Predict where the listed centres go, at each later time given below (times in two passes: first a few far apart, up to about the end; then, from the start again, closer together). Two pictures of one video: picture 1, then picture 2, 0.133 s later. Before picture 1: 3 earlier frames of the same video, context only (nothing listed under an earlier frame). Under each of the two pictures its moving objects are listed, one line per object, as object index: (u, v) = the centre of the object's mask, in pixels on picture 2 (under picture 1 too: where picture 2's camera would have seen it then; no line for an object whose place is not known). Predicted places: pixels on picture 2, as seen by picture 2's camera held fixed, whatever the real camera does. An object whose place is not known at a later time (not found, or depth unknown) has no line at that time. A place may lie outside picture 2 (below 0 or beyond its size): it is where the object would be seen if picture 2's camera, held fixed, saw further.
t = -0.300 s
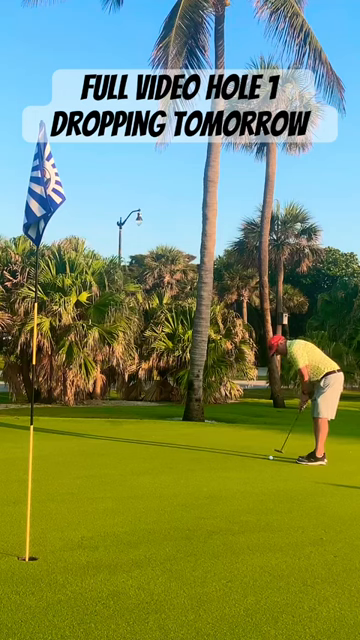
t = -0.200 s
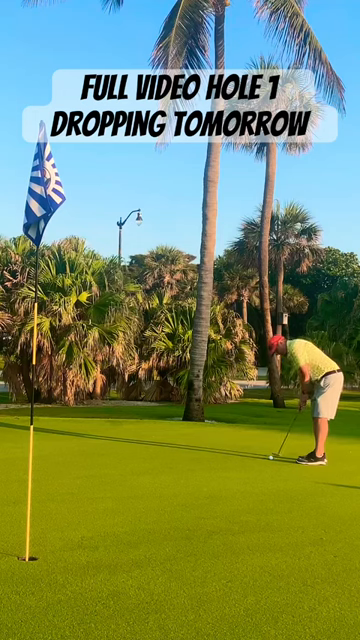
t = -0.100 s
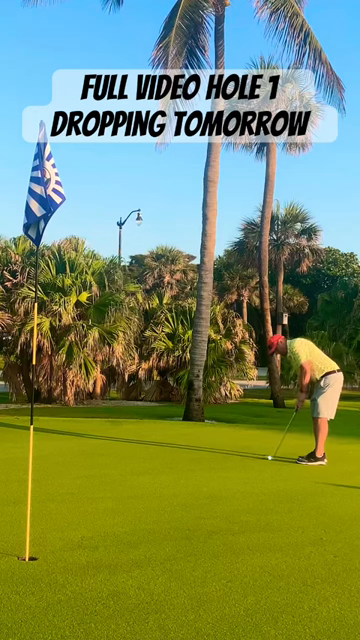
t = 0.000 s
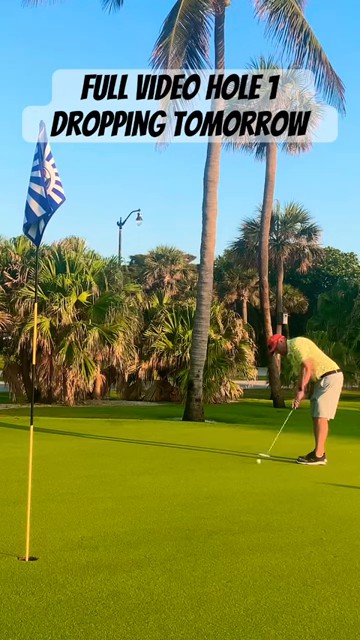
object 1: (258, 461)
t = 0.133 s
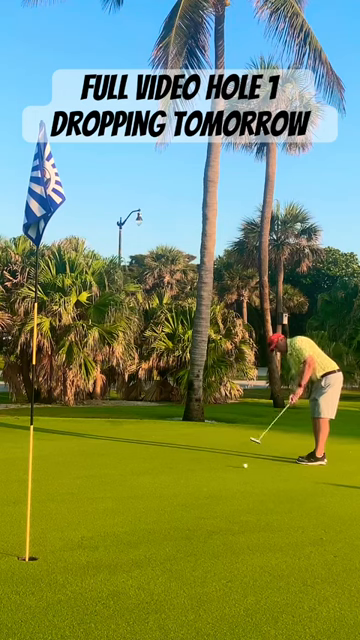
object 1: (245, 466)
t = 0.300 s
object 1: (230, 471)
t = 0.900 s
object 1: (180, 489)
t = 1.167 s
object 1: (157, 498)
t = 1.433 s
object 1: (135, 507)
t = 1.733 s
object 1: (112, 518)
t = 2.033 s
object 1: (93, 528)
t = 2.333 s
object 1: (78, 539)
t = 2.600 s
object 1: (68, 547)
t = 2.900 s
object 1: (59, 553)
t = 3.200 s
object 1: (55, 557)
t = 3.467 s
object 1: (53, 557)
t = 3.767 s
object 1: (53, 558)
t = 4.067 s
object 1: (53, 558)
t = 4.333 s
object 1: (53, 558)
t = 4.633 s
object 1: (53, 558)
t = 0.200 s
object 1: (239, 468)
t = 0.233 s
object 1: (236, 469)
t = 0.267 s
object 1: (233, 470)
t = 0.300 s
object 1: (230, 471)
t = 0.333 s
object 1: (227, 471)
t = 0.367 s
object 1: (225, 472)
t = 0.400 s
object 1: (222, 473)
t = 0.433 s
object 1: (219, 474)
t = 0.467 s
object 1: (216, 475)
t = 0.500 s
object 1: (214, 476)
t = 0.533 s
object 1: (211, 478)
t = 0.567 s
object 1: (208, 478)
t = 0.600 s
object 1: (205, 480)
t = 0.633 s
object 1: (202, 480)
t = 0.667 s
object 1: (199, 482)
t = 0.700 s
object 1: (196, 483)
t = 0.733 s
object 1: (194, 484)
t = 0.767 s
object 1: (191, 484)
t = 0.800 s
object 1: (188, 486)
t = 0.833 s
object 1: (186, 487)
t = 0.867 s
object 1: (183, 488)
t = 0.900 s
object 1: (180, 489)
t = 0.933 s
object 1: (177, 490)
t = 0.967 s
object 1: (174, 491)
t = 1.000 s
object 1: (171, 492)
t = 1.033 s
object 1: (169, 494)
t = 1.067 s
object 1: (166, 494)
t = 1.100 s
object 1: (163, 496)
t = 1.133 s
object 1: (160, 497)
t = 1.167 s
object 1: (157, 498)
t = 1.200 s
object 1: (154, 499)
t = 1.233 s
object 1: (151, 500)
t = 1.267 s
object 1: (149, 501)
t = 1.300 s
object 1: (146, 502)
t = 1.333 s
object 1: (143, 504)
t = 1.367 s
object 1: (140, 505)
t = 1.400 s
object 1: (137, 506)
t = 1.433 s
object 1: (135, 507)
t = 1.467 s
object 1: (132, 508)
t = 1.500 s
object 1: (129, 509)
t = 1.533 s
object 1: (127, 510)
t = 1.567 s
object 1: (124, 511)
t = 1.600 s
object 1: (122, 513)
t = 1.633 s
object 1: (120, 514)
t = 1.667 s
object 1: (117, 515)
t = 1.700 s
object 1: (114, 517)
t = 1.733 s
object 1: (112, 518)
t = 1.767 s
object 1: (110, 519)
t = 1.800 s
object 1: (108, 519)
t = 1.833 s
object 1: (106, 522)
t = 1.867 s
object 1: (104, 522)
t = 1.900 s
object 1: (102, 524)
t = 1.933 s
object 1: (99, 525)
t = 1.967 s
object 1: (97, 526)
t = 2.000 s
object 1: (95, 527)
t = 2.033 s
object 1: (93, 528)
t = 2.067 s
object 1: (91, 530)
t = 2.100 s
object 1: (90, 531)
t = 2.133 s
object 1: (88, 532)
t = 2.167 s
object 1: (86, 533)
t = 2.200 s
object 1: (84, 535)
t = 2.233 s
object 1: (83, 536)
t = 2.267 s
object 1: (81, 537)
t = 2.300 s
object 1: (80, 538)
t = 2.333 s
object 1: (78, 539)
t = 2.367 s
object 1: (77, 540)
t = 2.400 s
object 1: (75, 541)
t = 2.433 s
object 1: (74, 542)
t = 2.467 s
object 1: (72, 543)
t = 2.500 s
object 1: (71, 544)
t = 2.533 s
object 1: (70, 545)
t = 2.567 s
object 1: (68, 546)
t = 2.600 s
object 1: (68, 547)
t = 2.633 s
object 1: (66, 547)
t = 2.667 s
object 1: (65, 548)
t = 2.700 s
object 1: (64, 549)
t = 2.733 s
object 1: (63, 550)
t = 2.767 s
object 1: (62, 551)
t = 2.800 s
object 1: (62, 551)
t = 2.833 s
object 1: (61, 552)
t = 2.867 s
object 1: (60, 552)
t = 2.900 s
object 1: (59, 553)
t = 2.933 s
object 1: (59, 554)
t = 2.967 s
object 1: (58, 554)
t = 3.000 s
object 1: (58, 555)
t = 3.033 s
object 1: (57, 555)
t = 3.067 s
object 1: (57, 555)
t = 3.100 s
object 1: (56, 556)
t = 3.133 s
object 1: (56, 556)
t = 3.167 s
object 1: (55, 557)
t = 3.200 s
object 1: (55, 557)
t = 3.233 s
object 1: (54, 557)
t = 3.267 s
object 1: (54, 557)
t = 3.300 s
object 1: (54, 557)
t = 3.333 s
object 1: (53, 557)
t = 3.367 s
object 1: (53, 557)
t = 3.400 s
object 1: (53, 557)
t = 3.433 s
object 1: (53, 557)
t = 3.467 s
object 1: (53, 557)
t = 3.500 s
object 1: (53, 558)
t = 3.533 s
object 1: (53, 558)
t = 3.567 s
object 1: (53, 558)
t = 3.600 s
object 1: (53, 558)
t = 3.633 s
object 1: (53, 557)
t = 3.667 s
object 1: (53, 558)
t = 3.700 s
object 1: (53, 558)
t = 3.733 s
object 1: (53, 558)
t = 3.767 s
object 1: (53, 558)
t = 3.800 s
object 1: (53, 558)
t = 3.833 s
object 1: (53, 558)
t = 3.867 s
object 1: (53, 558)
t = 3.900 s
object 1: (53, 558)
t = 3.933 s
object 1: (53, 558)
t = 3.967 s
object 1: (53, 558)
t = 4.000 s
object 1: (53, 558)
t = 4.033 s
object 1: (53, 558)
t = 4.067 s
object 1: (53, 558)
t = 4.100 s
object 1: (53, 558)
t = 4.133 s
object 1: (53, 558)
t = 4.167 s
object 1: (53, 558)
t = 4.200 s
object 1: (53, 558)
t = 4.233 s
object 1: (53, 558)
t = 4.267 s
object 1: (53, 558)
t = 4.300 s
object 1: (53, 558)
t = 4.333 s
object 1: (53, 558)
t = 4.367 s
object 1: (53, 558)
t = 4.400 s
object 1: (53, 558)
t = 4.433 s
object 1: (53, 558)
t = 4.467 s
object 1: (53, 558)
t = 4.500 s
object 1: (53, 558)
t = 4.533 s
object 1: (53, 558)
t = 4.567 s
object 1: (53, 558)
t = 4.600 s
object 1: (53, 558)
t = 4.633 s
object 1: (53, 558)
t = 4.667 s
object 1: (53, 558)
